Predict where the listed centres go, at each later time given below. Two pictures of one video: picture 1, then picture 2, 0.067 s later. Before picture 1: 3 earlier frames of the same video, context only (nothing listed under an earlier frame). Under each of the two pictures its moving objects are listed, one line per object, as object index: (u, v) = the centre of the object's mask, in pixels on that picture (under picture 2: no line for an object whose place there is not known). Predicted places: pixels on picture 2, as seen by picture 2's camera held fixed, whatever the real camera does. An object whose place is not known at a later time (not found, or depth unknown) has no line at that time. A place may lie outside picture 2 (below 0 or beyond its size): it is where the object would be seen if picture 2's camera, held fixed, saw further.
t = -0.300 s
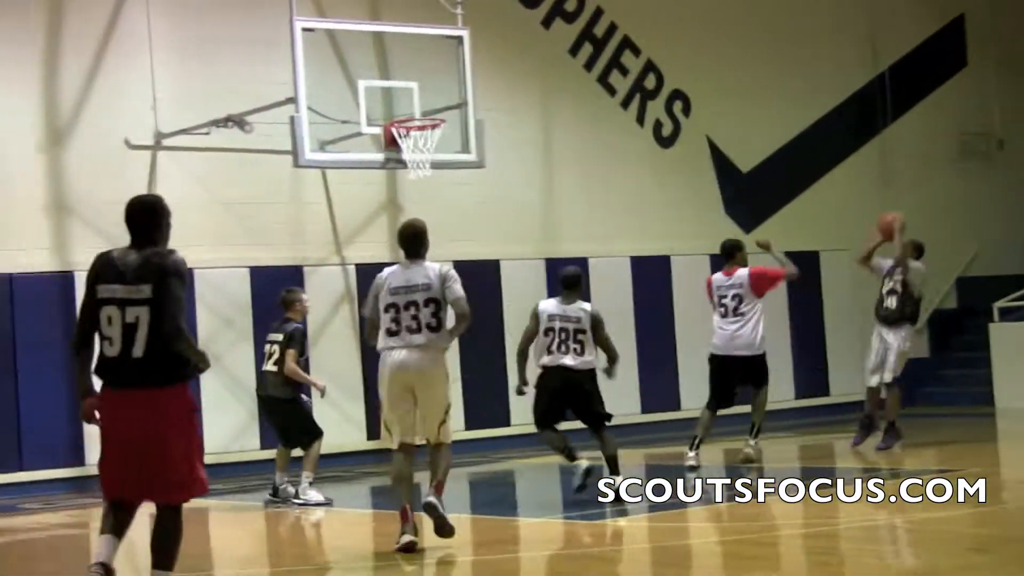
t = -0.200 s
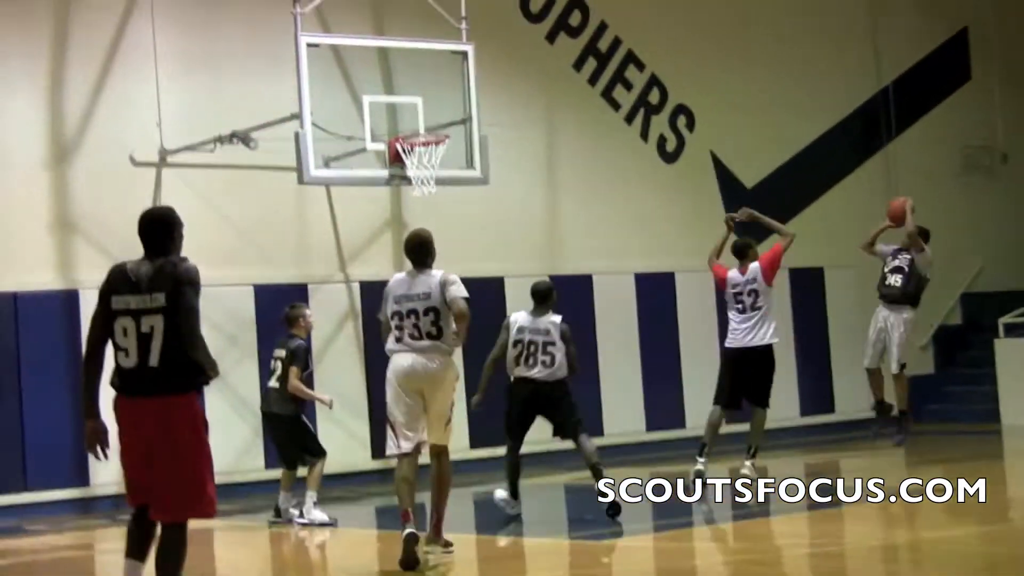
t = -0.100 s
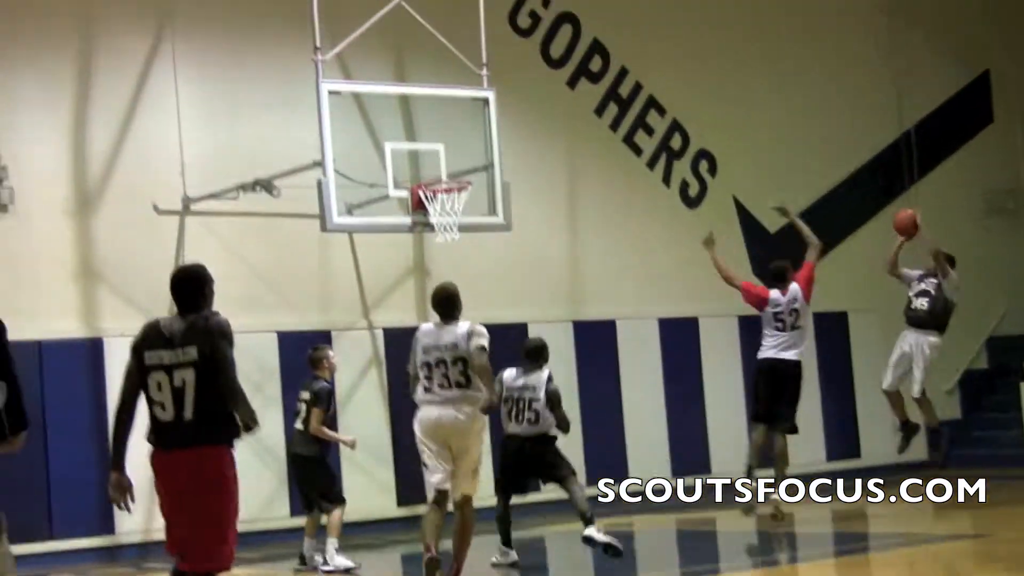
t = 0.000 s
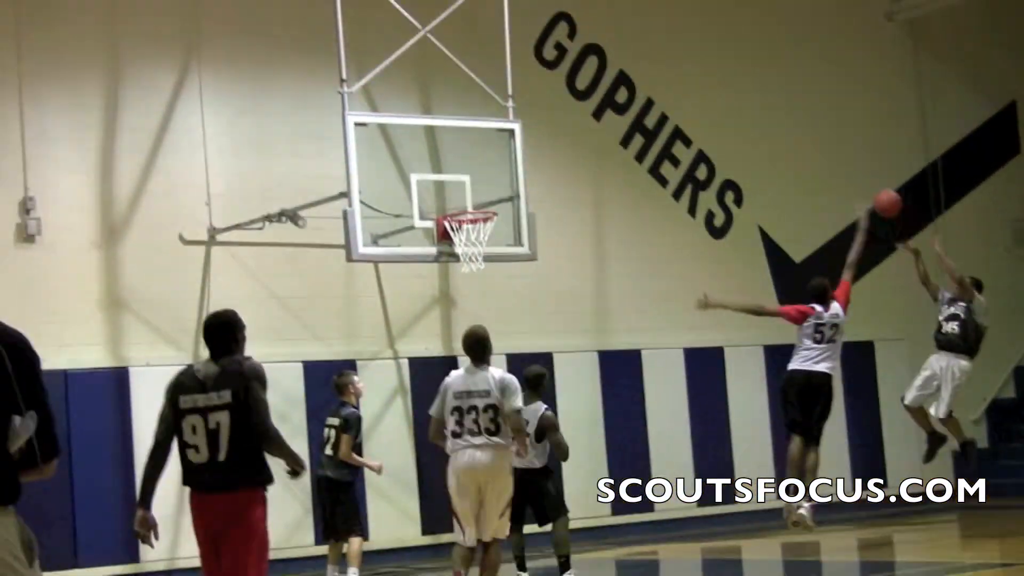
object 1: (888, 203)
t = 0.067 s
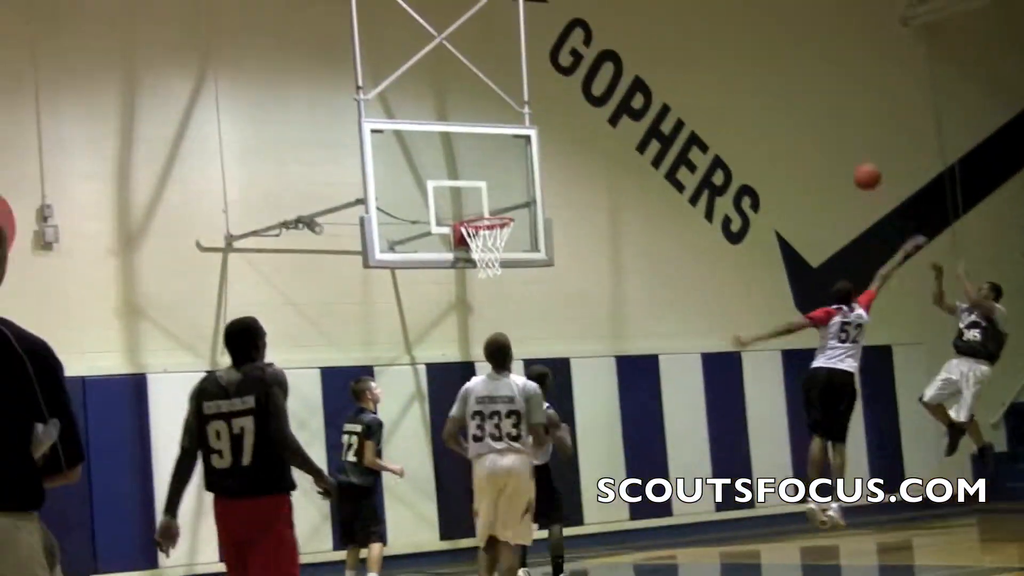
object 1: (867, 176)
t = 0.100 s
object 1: (848, 162)
